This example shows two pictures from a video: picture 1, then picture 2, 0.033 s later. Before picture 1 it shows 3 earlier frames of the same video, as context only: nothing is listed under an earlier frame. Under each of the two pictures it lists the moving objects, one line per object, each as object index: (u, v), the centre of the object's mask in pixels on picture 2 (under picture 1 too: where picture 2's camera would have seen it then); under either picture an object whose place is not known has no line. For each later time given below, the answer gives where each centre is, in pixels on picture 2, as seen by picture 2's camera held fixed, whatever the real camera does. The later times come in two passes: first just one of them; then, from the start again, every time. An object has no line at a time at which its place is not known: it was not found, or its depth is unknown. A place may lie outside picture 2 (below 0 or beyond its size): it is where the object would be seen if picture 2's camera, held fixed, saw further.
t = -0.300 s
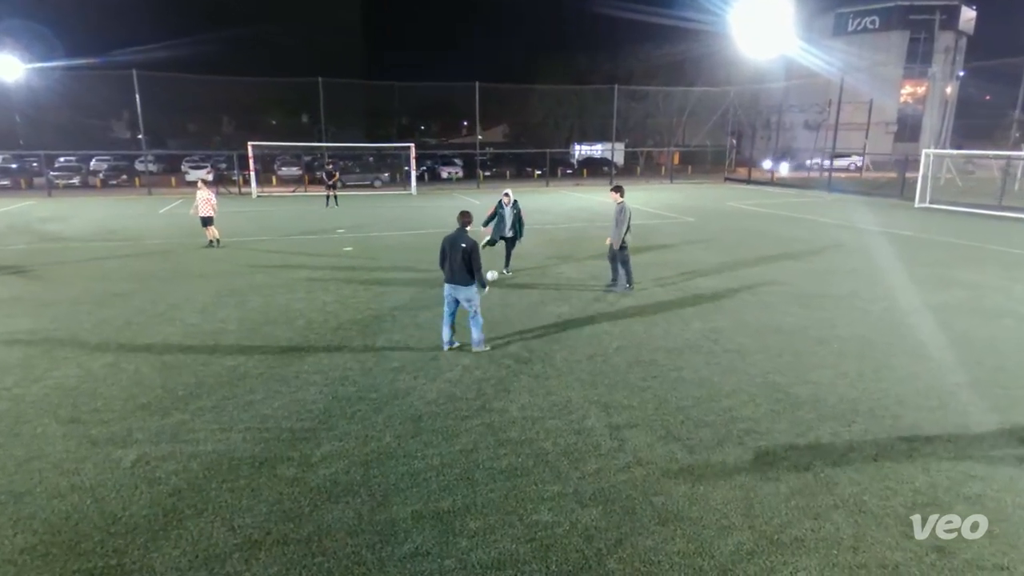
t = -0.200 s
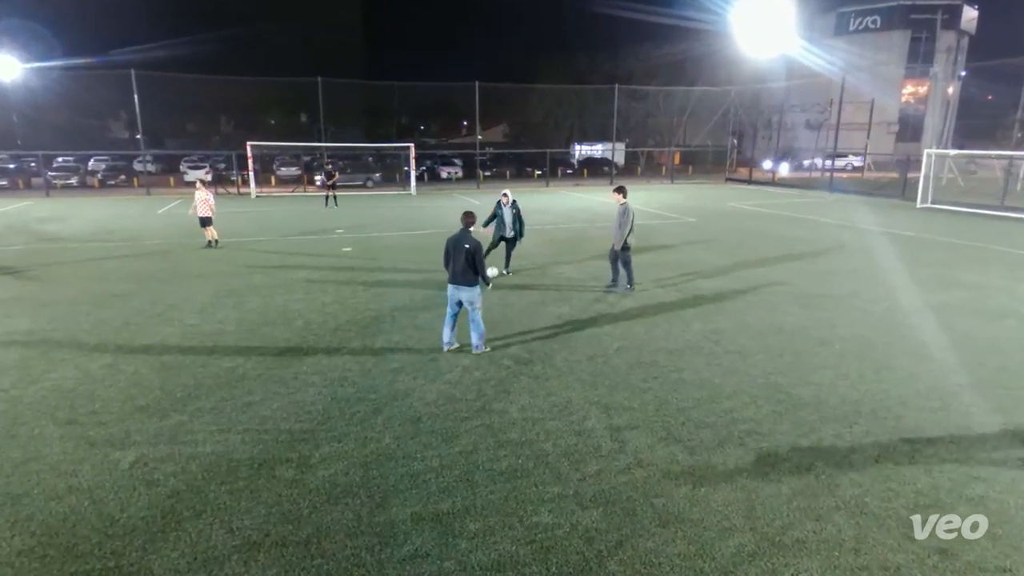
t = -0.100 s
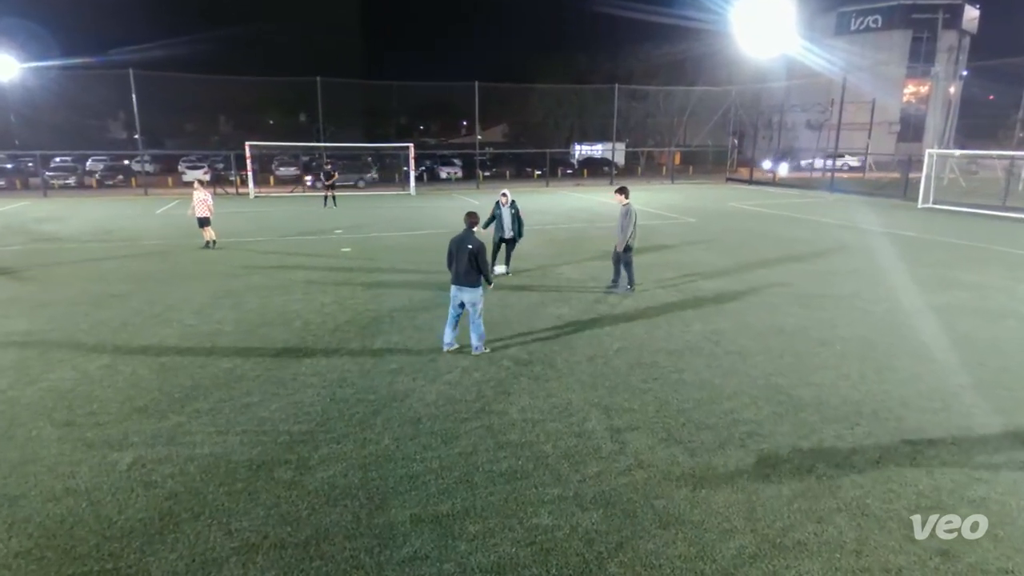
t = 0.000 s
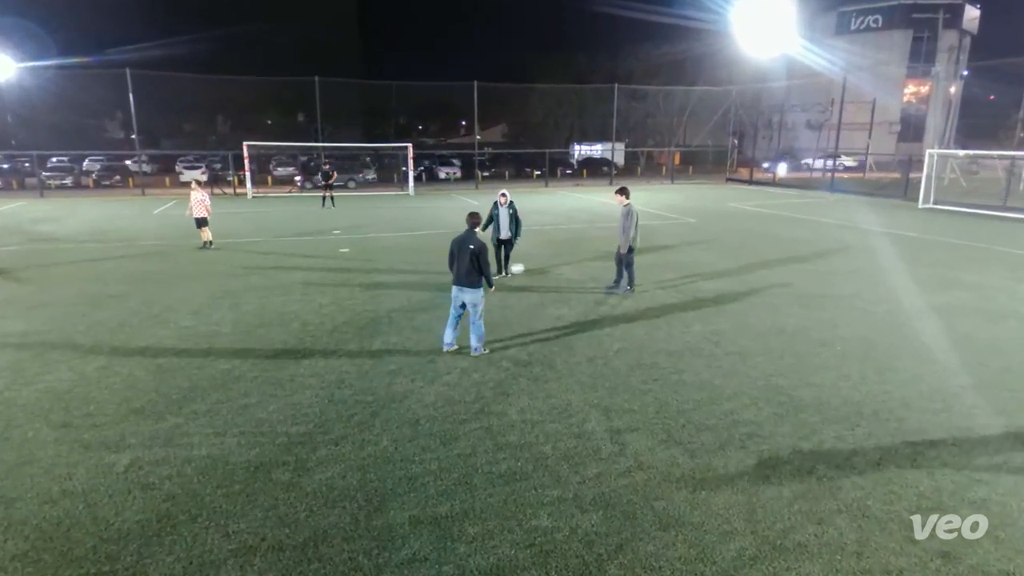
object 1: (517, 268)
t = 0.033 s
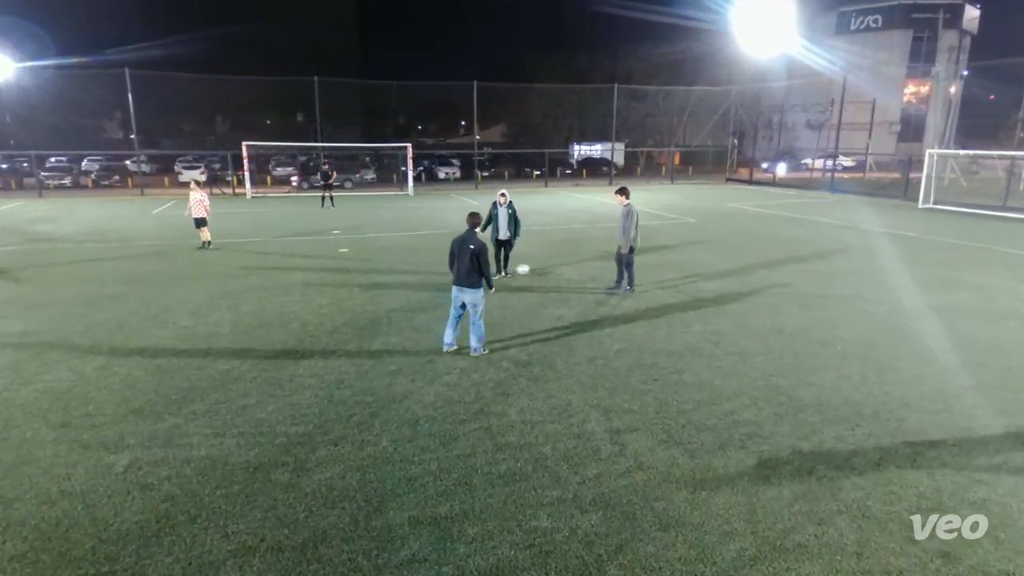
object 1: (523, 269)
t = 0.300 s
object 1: (566, 273)
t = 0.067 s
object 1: (528, 270)
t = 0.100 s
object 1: (534, 272)
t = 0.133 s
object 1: (540, 272)
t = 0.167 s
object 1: (545, 271)
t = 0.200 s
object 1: (550, 271)
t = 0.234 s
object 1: (555, 272)
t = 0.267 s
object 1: (561, 273)
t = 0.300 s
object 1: (566, 273)
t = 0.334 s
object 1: (571, 273)
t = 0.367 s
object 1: (577, 273)
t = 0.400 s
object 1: (581, 273)
